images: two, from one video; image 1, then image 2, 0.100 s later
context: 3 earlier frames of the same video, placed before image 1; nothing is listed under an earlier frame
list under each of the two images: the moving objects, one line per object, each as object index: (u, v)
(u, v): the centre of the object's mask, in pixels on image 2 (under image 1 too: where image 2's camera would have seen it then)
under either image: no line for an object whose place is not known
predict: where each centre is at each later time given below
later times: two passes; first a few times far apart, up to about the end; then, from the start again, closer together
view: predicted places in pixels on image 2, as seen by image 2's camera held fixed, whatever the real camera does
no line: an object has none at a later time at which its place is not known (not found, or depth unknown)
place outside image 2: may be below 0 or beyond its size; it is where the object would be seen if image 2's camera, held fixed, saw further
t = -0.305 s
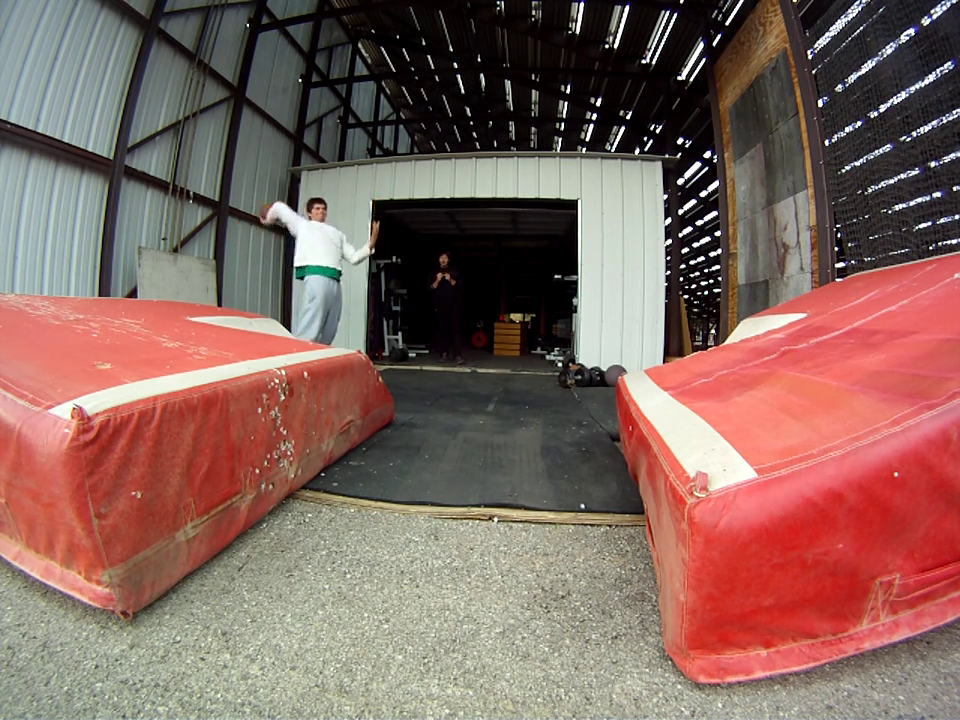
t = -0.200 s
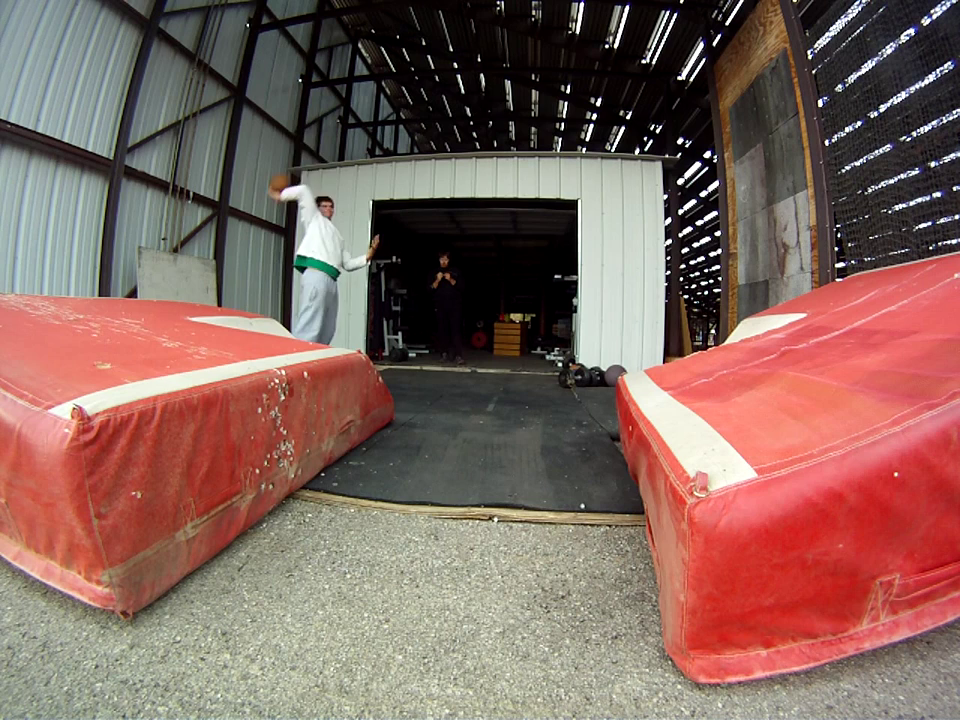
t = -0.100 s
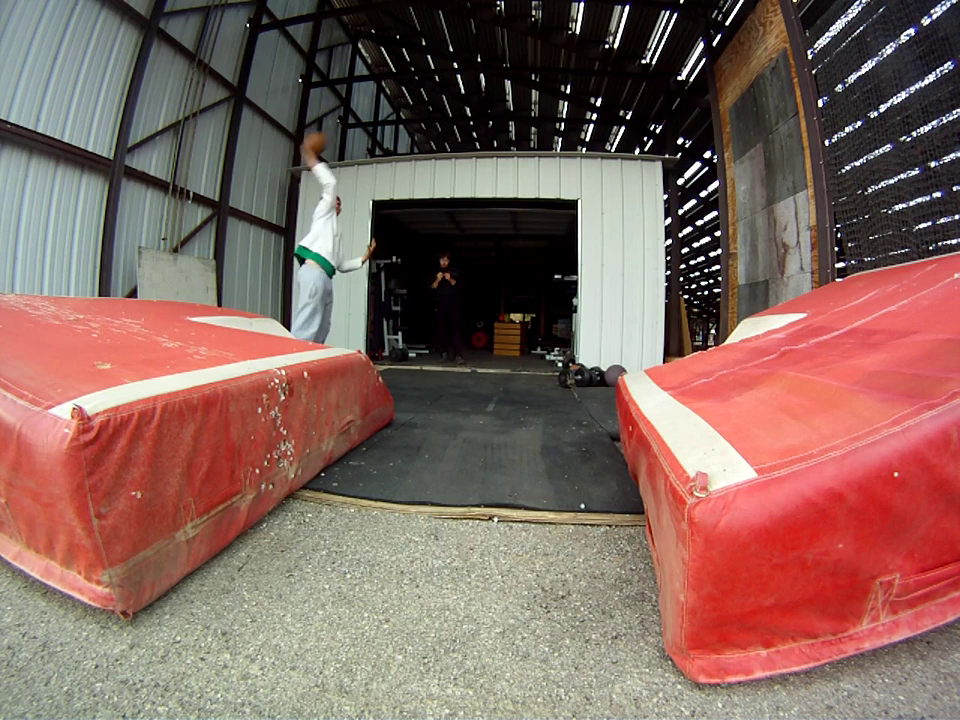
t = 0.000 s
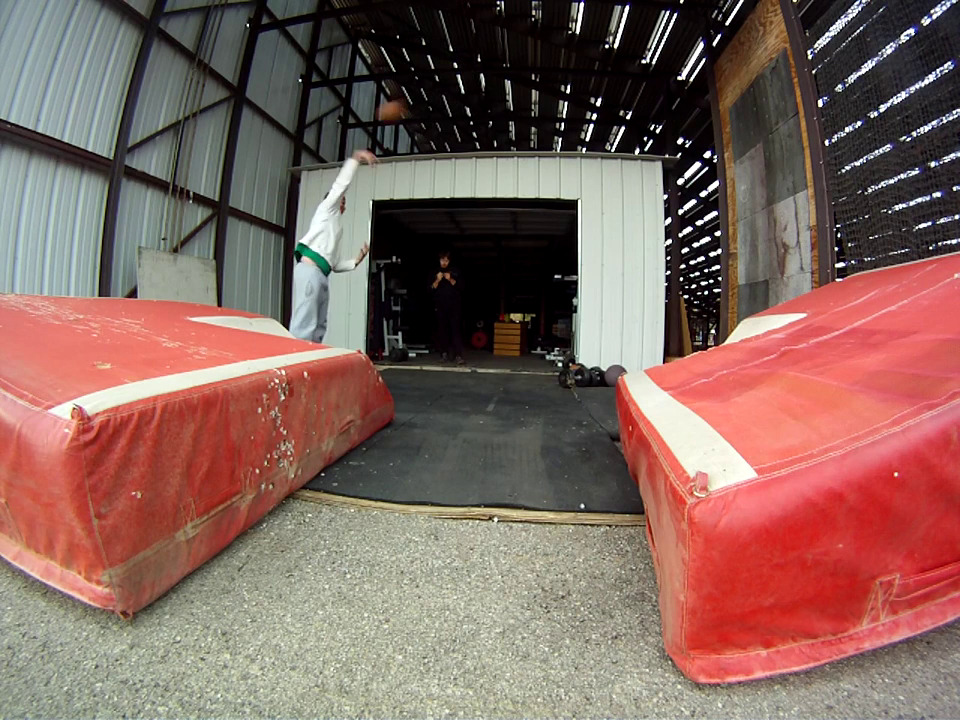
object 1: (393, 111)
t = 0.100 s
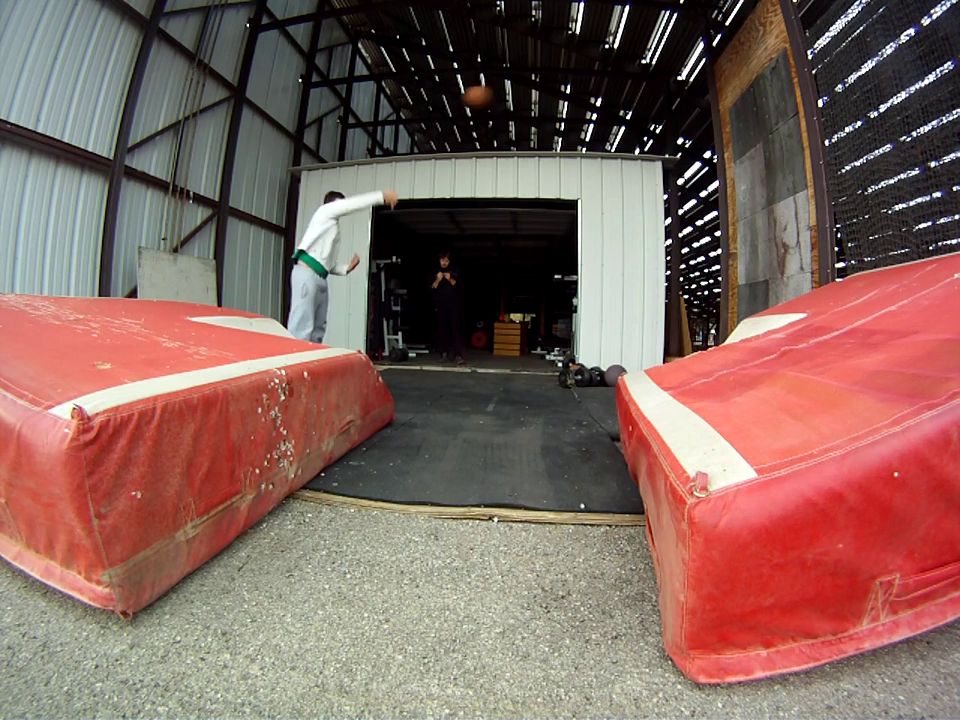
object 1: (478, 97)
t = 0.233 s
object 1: (592, 98)
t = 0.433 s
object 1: (748, 148)
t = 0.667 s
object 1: (684, 200)
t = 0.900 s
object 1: (589, 324)
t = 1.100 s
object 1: (520, 347)
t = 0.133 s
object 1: (506, 94)
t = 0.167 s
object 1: (534, 94)
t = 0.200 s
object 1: (563, 95)
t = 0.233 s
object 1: (592, 98)
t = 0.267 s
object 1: (618, 102)
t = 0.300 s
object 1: (646, 109)
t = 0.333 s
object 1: (672, 116)
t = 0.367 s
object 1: (698, 125)
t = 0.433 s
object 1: (748, 148)
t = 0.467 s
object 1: (754, 155)
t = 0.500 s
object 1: (743, 159)
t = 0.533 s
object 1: (731, 165)
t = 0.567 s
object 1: (719, 171)
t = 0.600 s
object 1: (708, 180)
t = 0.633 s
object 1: (696, 189)
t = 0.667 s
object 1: (684, 200)
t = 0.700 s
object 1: (671, 212)
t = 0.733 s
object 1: (659, 228)
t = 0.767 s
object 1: (646, 244)
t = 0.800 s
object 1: (632, 261)
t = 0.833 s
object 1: (618, 281)
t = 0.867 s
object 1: (604, 301)
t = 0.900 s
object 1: (589, 324)
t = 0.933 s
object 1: (573, 348)
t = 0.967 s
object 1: (557, 372)
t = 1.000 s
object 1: (545, 390)
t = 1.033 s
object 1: (537, 375)
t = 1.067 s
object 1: (528, 360)
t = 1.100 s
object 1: (520, 347)
